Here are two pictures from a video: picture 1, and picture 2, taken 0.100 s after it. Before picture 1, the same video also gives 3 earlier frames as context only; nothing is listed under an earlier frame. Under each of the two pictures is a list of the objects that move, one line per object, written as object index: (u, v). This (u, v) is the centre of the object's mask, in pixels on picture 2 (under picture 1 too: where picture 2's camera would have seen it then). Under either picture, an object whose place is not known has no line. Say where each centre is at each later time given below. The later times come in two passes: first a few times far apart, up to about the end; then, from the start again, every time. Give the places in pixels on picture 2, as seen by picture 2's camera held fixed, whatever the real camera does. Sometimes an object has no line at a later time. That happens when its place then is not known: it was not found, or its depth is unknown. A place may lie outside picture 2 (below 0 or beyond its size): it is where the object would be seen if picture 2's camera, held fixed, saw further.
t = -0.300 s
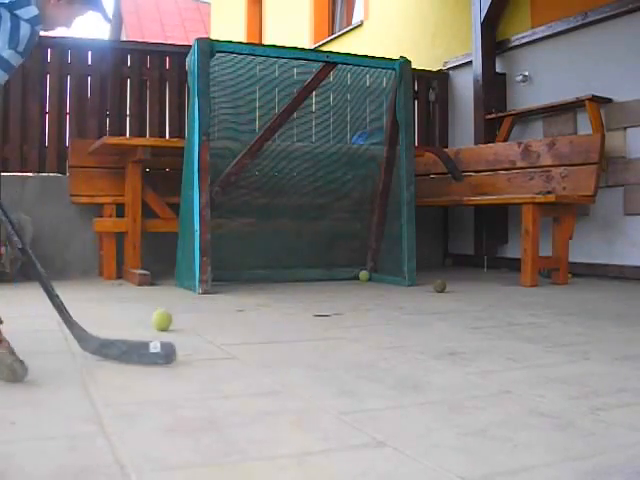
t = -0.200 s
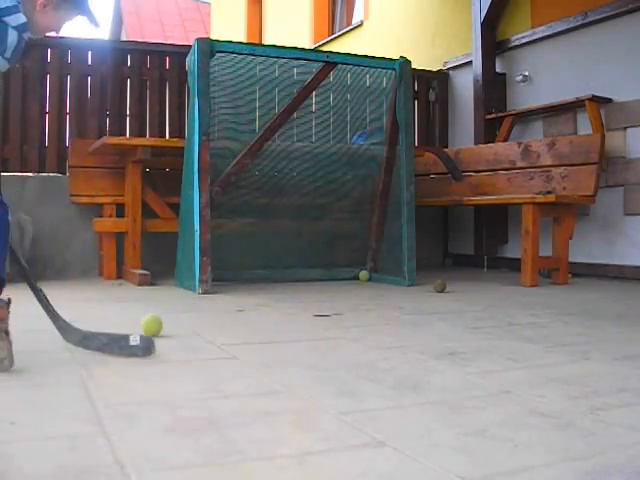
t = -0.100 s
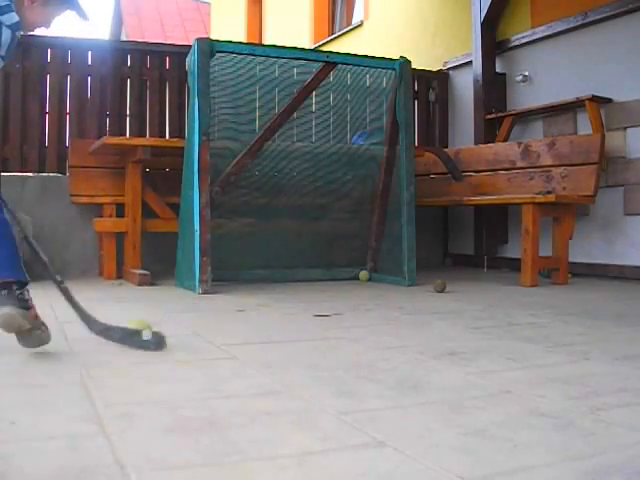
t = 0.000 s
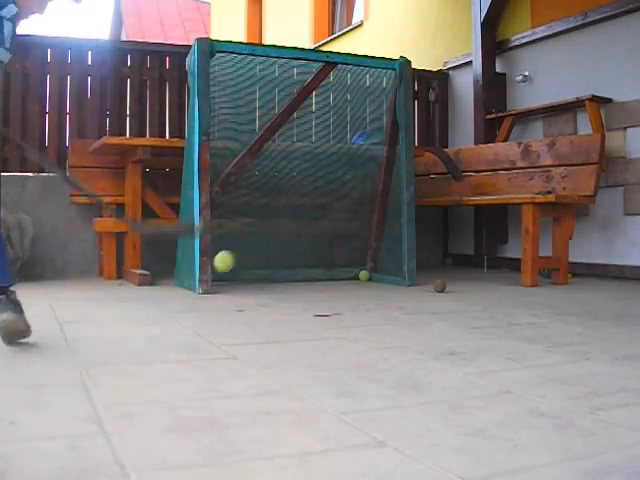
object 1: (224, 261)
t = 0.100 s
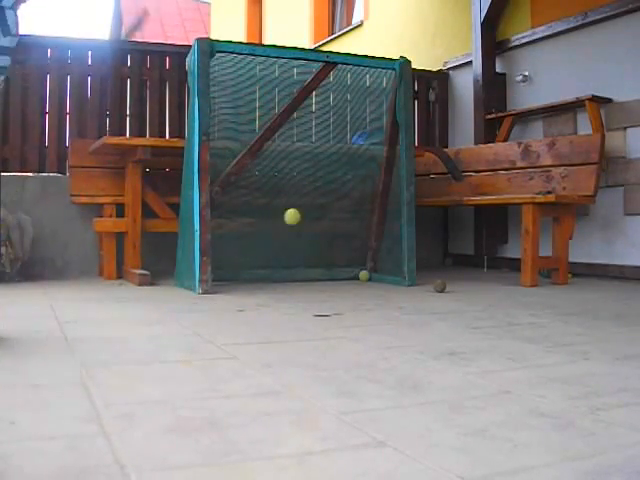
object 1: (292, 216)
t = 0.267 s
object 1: (361, 212)
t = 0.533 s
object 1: (269, 262)
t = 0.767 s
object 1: (224, 279)
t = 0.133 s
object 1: (309, 210)
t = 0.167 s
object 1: (324, 207)
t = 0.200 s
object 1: (337, 206)
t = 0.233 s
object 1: (350, 209)
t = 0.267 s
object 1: (361, 212)
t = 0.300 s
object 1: (367, 217)
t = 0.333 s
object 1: (350, 219)
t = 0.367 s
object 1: (334, 225)
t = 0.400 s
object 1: (319, 233)
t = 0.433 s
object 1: (303, 243)
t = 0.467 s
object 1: (288, 255)
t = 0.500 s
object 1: (275, 265)
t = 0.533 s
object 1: (269, 262)
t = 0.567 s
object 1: (263, 261)
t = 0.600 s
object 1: (257, 262)
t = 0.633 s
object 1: (250, 265)
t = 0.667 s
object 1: (244, 271)
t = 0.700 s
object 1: (236, 279)
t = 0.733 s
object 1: (230, 284)
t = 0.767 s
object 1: (224, 279)
